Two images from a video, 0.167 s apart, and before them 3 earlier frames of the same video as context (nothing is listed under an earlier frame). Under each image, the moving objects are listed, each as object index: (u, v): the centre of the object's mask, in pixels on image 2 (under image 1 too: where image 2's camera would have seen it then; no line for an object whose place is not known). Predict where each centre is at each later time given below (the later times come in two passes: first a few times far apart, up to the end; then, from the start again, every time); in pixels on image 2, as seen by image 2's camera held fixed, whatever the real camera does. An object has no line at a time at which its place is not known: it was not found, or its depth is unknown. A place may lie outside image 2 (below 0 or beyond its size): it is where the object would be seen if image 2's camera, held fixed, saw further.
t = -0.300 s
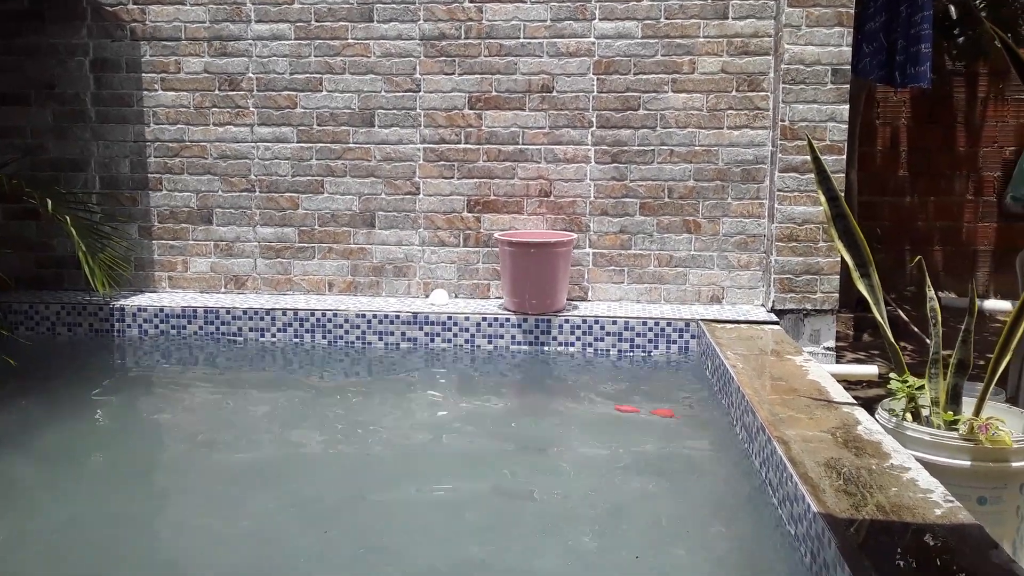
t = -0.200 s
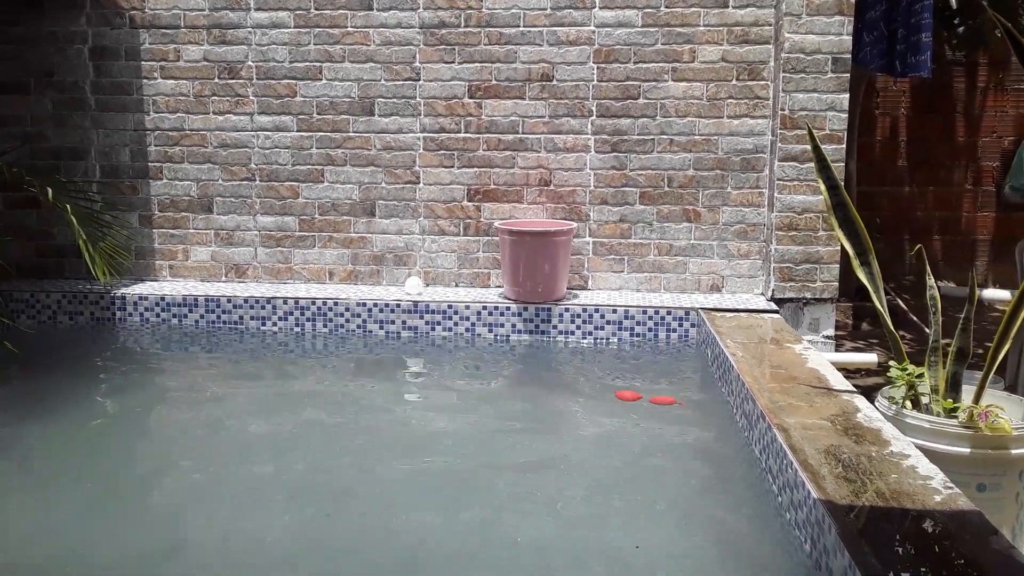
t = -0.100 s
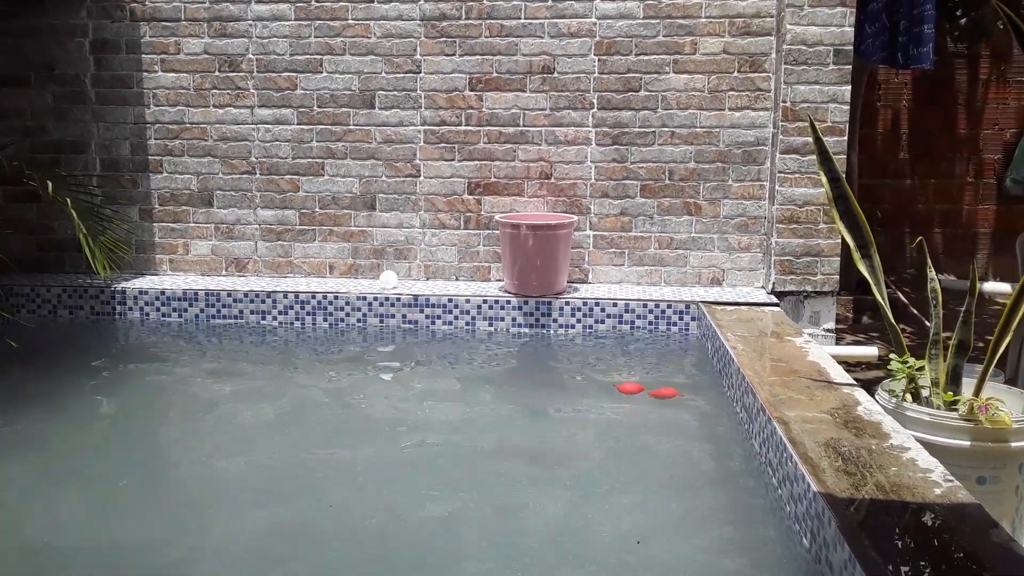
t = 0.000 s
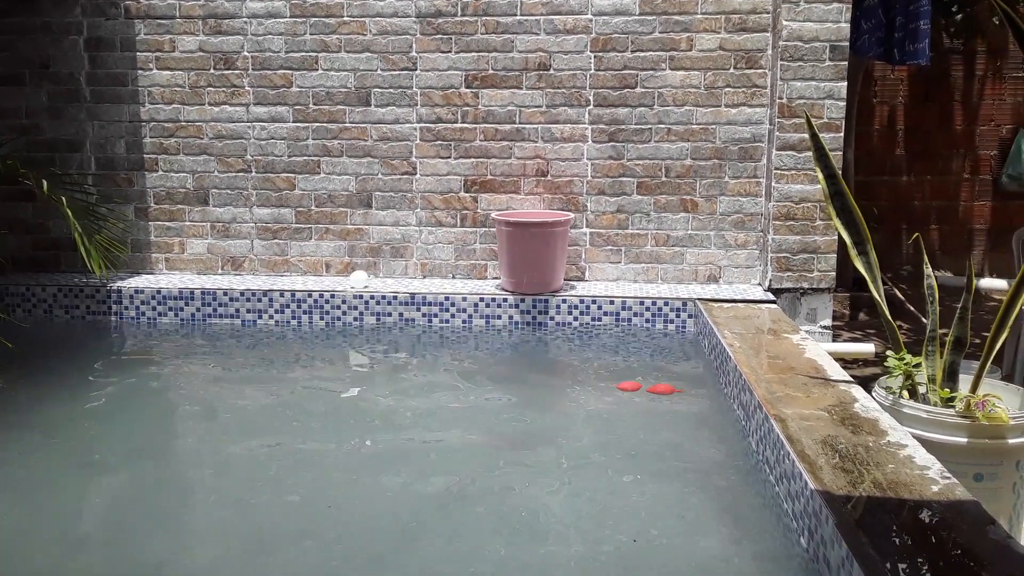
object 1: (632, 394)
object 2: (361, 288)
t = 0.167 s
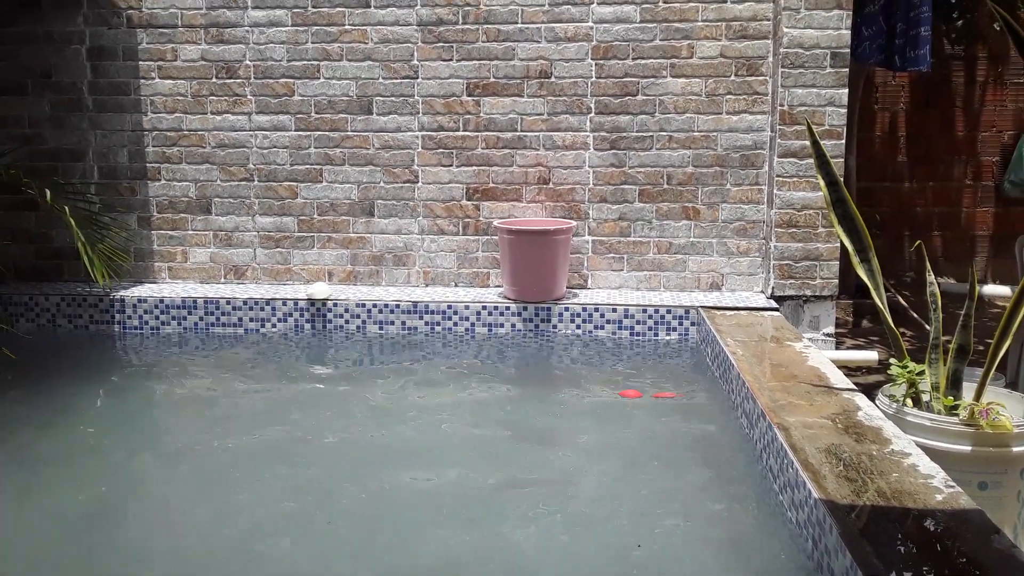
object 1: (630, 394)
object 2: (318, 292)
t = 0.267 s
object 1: (630, 393)
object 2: (293, 296)
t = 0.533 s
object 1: (629, 398)
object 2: (245, 346)
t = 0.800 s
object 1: (632, 400)
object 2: (236, 356)
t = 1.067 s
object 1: (634, 405)
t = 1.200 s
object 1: (634, 405)
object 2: (228, 367)
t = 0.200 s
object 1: (630, 393)
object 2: (310, 292)
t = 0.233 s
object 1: (630, 393)
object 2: (301, 292)
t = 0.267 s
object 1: (630, 393)
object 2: (293, 296)
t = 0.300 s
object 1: (631, 393)
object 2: (285, 302)
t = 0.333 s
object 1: (631, 394)
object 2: (276, 312)
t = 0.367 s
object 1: (630, 394)
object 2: (268, 325)
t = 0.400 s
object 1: (630, 395)
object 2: (260, 330)
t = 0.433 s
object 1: (629, 396)
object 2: (257, 336)
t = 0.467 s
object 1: (629, 397)
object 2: (252, 340)
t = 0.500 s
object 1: (628, 398)
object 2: (249, 342)
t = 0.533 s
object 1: (629, 398)
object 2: (245, 346)
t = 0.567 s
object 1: (630, 399)
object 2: (242, 349)
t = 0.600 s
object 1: (631, 399)
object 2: (239, 351)
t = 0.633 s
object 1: (631, 399)
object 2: (237, 354)
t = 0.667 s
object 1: (631, 399)
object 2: (236, 355)
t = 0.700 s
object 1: (632, 399)
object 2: (234, 355)
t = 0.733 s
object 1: (632, 399)
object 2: (236, 355)
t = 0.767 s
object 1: (632, 400)
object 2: (236, 356)
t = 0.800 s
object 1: (632, 400)
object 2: (236, 356)
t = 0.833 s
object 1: (632, 401)
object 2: (233, 357)
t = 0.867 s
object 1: (632, 402)
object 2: (232, 358)
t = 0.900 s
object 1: (633, 402)
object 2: (229, 358)
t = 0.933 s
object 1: (633, 403)
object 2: (231, 357)
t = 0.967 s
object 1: (633, 404)
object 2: (230, 359)
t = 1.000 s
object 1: (633, 404)
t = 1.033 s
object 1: (633, 405)
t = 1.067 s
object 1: (634, 405)
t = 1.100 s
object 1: (634, 405)
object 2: (230, 363)
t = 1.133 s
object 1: (634, 405)
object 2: (230, 364)
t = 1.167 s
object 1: (633, 405)
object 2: (228, 366)
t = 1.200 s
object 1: (634, 405)
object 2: (228, 367)
